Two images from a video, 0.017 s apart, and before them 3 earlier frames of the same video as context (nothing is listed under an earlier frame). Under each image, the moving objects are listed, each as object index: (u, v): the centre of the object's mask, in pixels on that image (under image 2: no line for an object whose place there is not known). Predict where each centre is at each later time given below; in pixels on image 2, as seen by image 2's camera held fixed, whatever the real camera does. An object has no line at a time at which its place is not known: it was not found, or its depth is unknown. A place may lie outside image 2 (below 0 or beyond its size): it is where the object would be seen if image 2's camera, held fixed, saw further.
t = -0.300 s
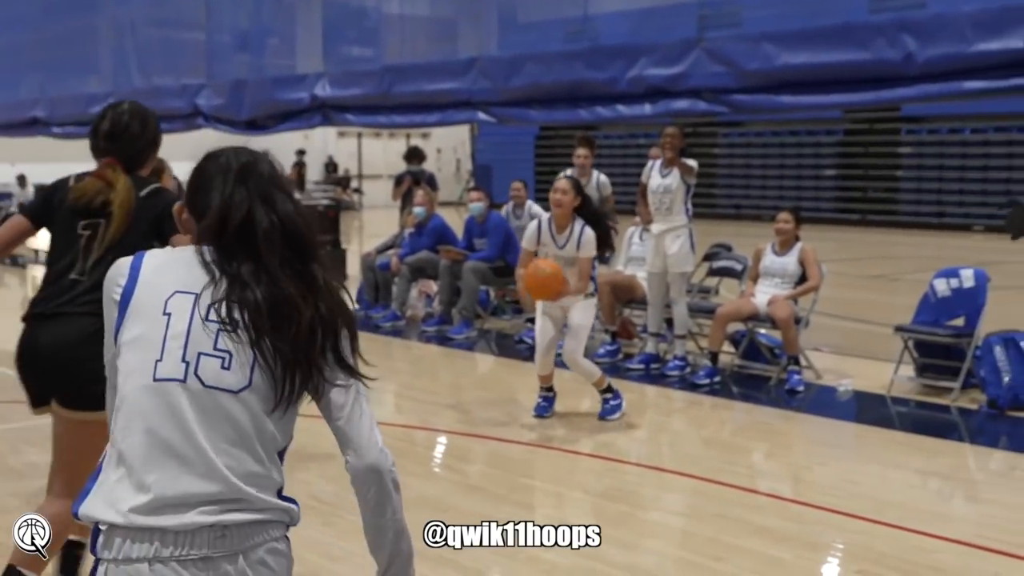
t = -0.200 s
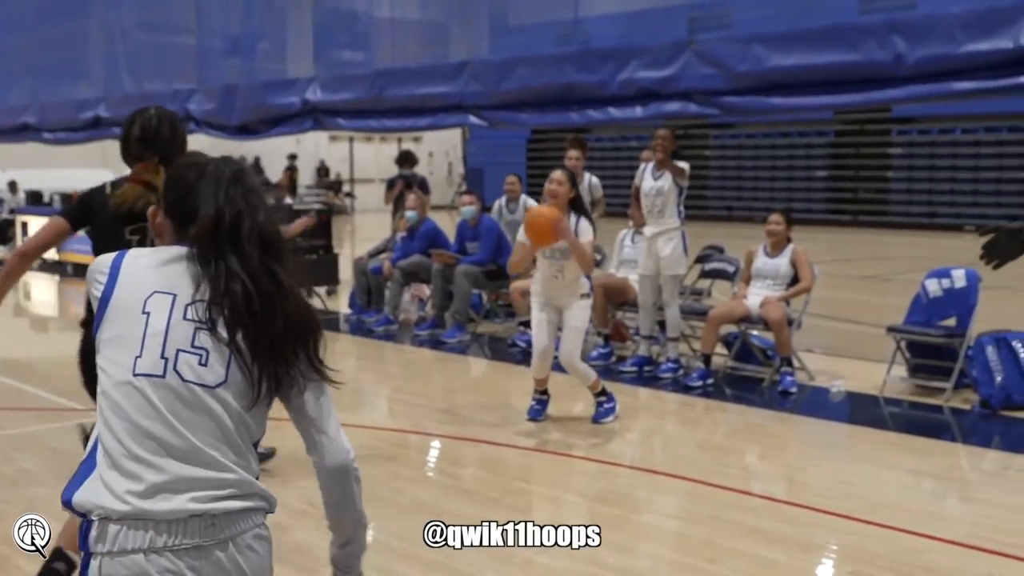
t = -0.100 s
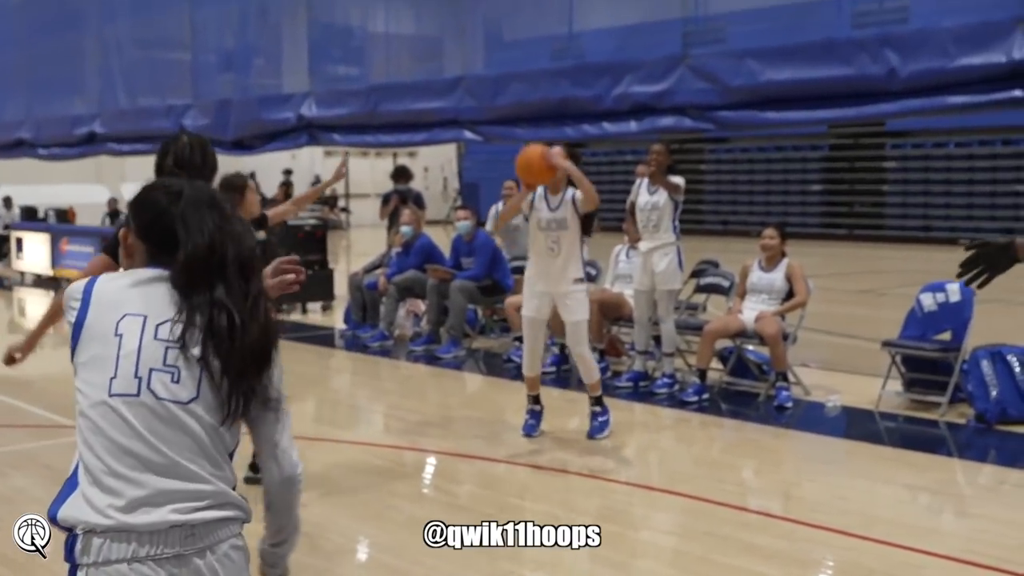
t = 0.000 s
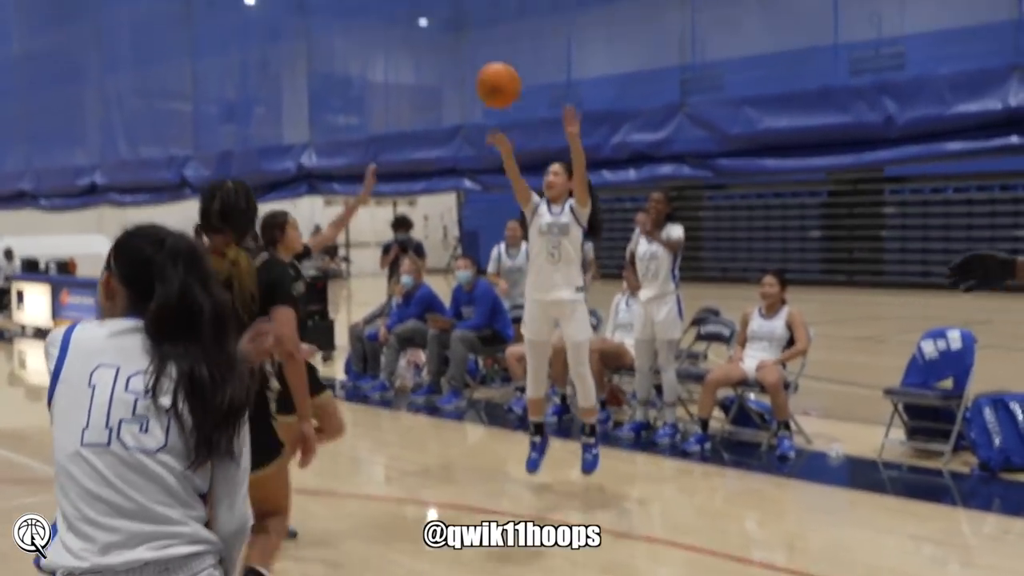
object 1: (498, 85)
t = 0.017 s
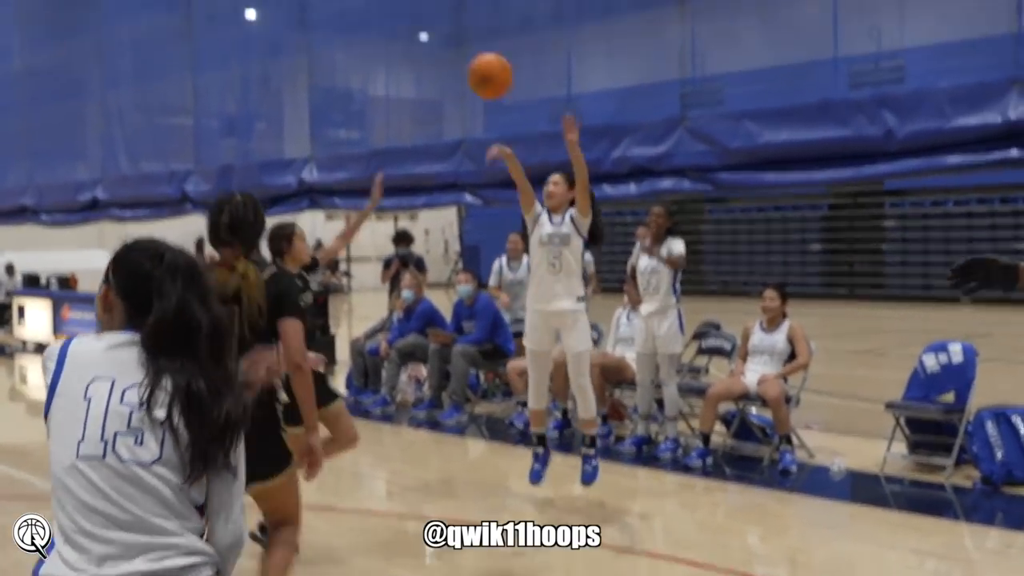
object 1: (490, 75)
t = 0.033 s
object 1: (481, 51)
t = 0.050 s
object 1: (472, 27)
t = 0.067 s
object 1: (462, 2)
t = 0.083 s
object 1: (452, -23)
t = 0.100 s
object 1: (443, -47)
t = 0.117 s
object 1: (433, -72)
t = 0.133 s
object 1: (423, -97)
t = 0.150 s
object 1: (412, -123)
